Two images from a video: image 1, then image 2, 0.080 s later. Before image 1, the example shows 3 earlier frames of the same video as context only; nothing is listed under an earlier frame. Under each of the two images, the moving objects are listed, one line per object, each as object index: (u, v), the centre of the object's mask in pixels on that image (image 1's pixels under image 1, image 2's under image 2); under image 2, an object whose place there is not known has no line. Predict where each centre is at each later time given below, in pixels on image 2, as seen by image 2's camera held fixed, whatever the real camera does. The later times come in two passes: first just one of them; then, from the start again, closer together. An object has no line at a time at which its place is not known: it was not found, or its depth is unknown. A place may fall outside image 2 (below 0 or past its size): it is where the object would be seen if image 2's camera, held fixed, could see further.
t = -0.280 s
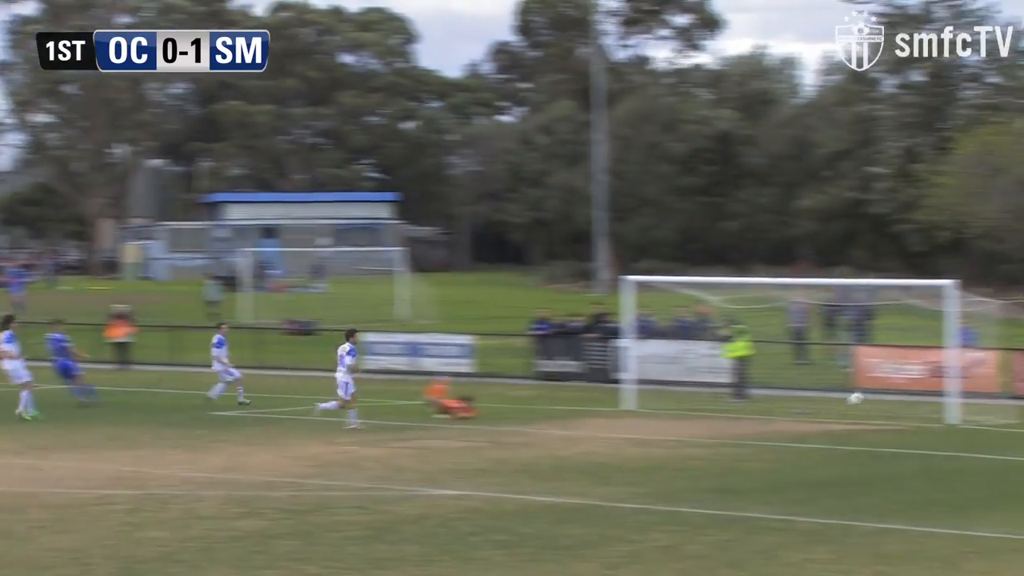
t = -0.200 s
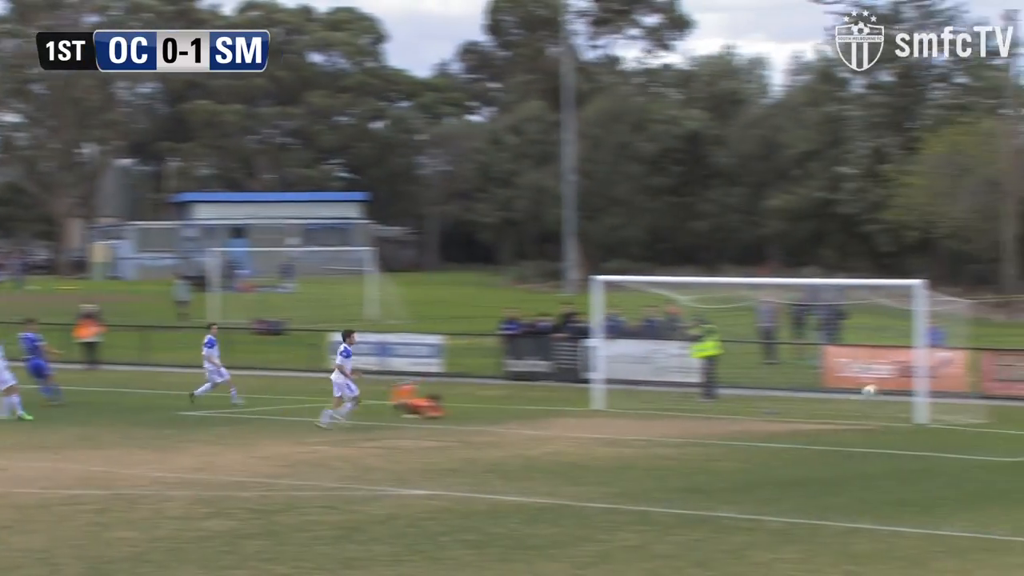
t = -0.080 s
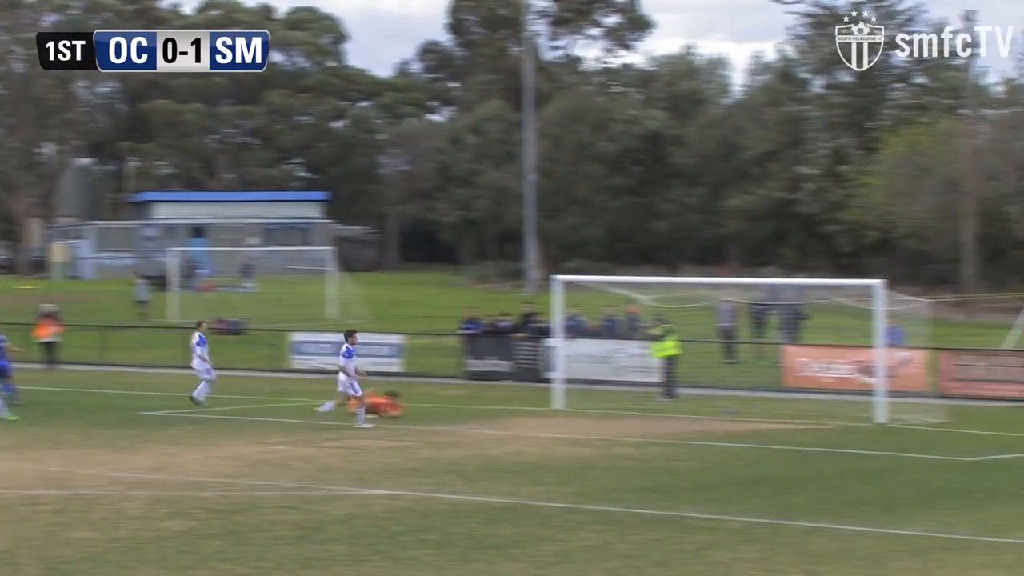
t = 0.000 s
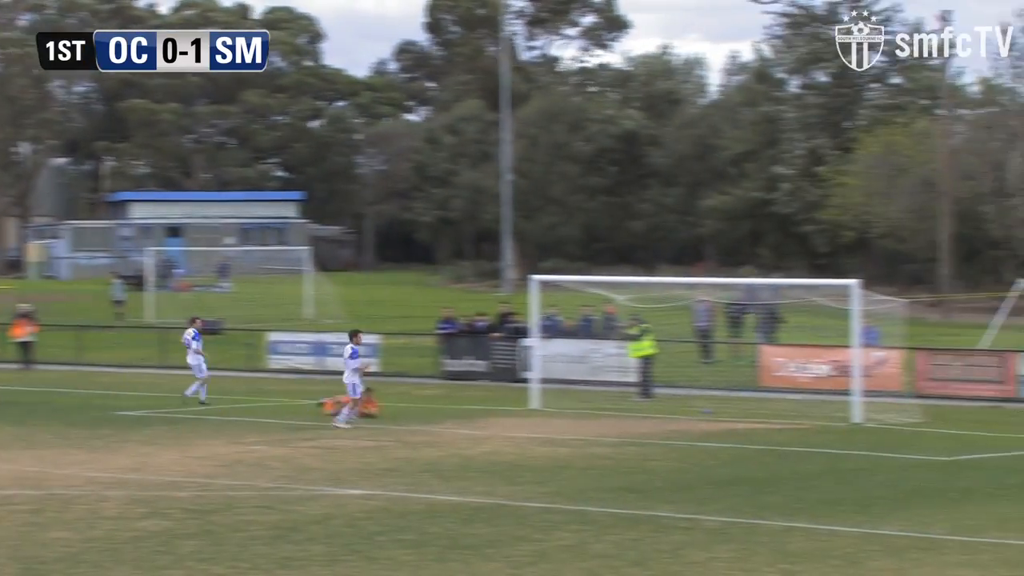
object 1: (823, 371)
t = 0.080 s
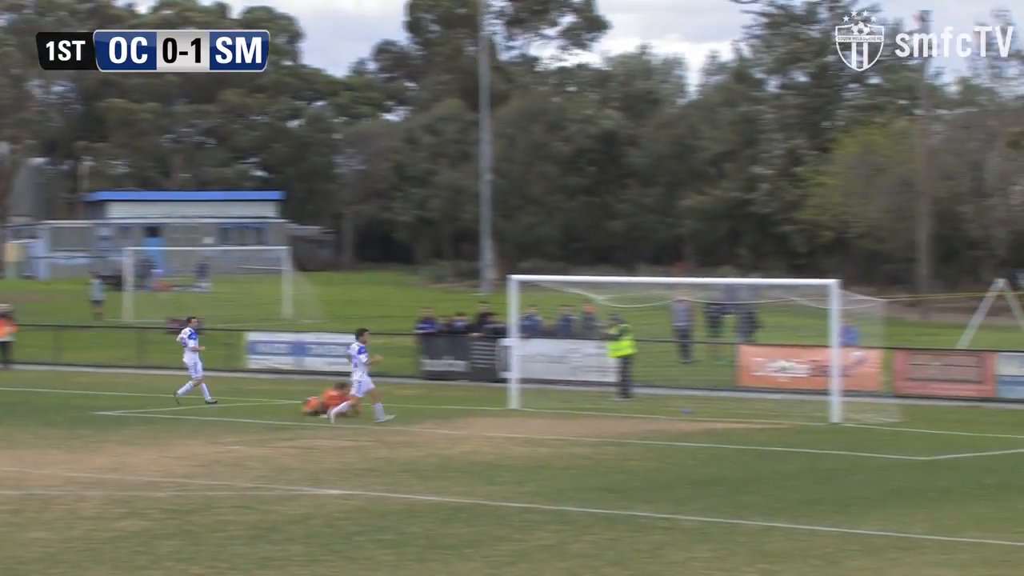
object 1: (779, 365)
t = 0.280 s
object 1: (740, 370)
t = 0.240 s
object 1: (750, 367)
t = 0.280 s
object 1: (740, 370)
